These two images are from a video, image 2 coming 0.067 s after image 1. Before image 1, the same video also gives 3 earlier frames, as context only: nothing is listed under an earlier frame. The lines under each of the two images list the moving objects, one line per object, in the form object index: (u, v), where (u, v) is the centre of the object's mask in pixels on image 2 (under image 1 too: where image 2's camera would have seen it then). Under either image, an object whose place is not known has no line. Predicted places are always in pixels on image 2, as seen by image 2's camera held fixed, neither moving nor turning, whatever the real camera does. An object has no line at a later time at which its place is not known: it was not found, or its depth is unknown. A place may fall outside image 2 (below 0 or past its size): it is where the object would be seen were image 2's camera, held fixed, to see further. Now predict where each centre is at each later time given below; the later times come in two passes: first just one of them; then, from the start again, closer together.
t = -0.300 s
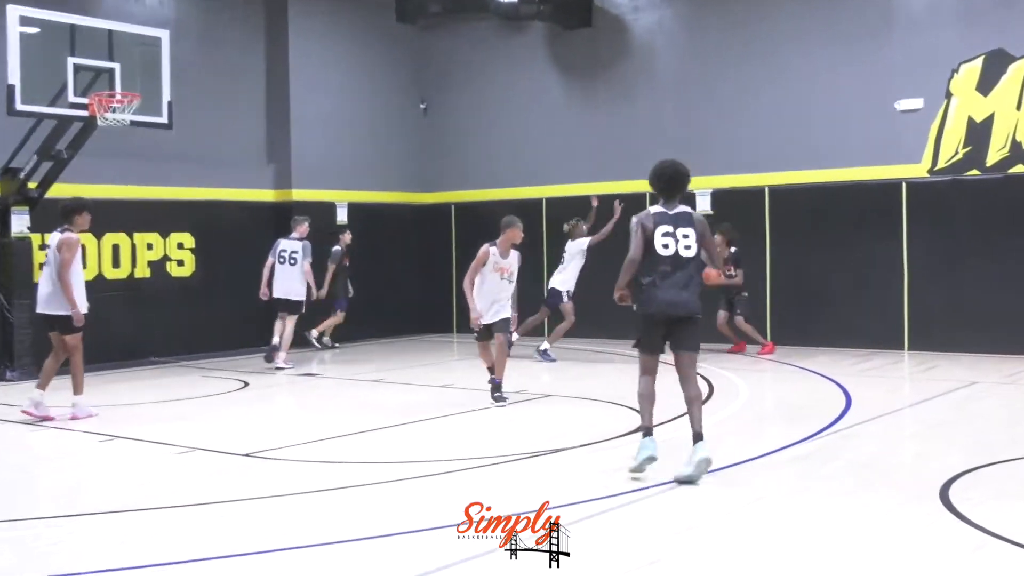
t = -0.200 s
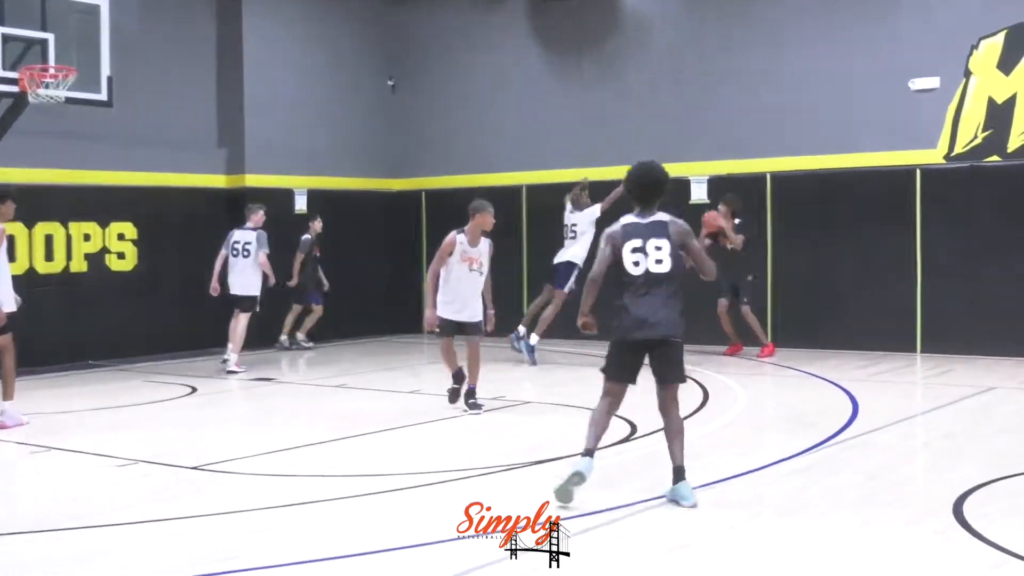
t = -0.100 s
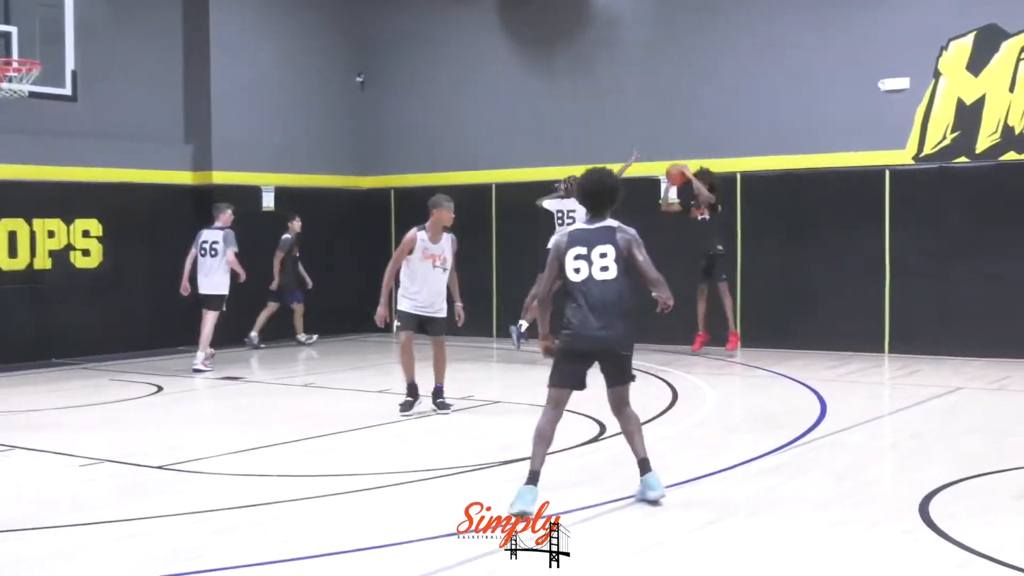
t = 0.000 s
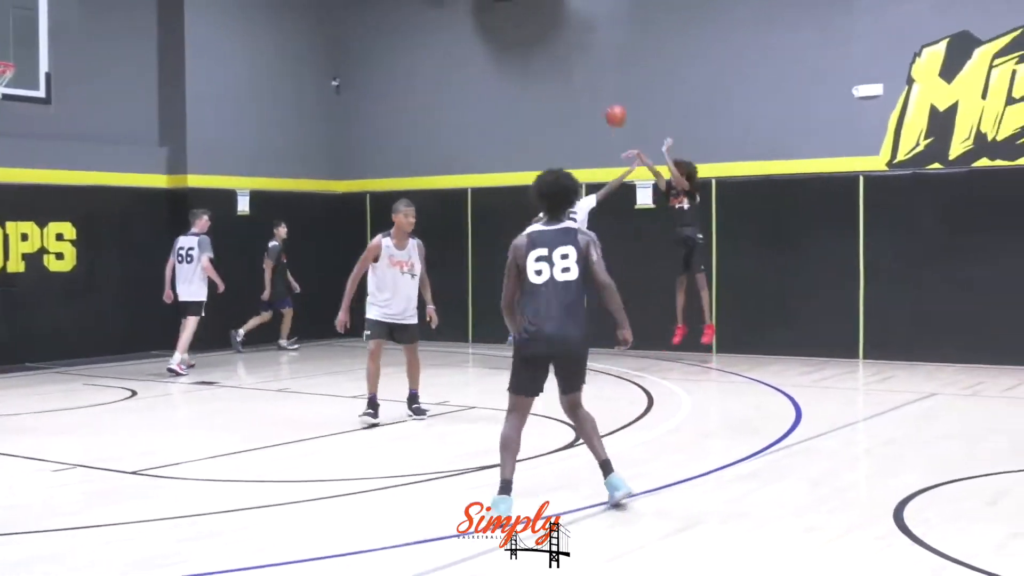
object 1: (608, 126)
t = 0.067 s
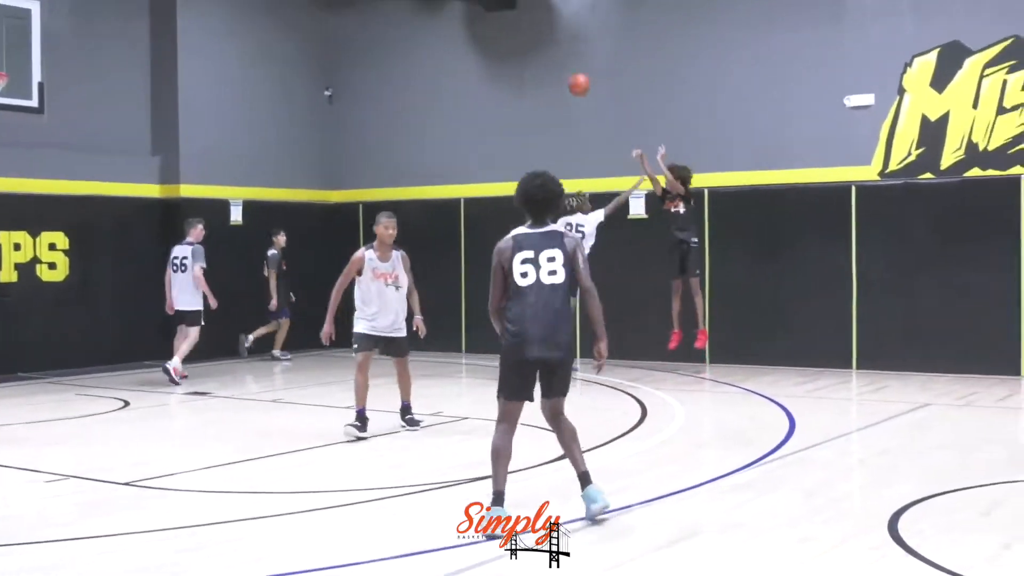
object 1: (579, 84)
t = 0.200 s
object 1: (518, 11)
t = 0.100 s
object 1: (564, 65)
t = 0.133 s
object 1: (549, 45)
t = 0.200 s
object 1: (518, 11)
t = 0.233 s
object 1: (503, -5)
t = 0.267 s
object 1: (487, -21)
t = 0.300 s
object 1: (472, -35)
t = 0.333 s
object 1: (456, -48)
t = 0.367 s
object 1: (441, -61)
